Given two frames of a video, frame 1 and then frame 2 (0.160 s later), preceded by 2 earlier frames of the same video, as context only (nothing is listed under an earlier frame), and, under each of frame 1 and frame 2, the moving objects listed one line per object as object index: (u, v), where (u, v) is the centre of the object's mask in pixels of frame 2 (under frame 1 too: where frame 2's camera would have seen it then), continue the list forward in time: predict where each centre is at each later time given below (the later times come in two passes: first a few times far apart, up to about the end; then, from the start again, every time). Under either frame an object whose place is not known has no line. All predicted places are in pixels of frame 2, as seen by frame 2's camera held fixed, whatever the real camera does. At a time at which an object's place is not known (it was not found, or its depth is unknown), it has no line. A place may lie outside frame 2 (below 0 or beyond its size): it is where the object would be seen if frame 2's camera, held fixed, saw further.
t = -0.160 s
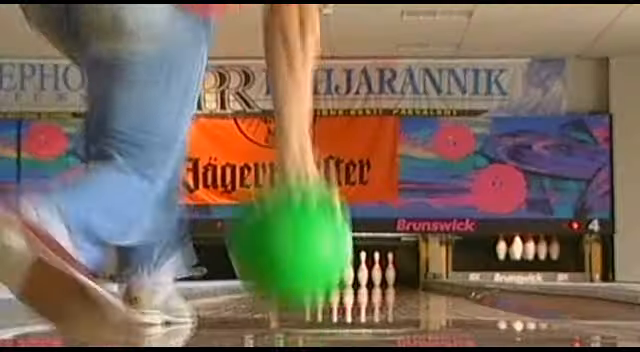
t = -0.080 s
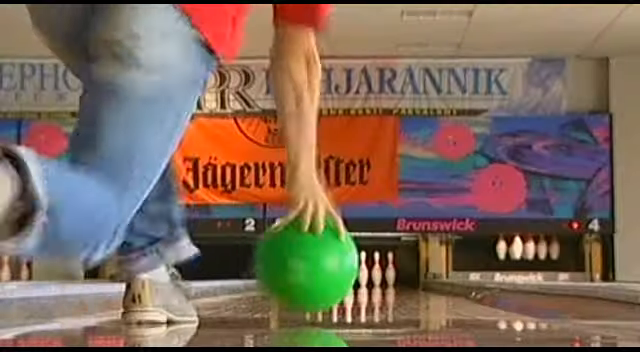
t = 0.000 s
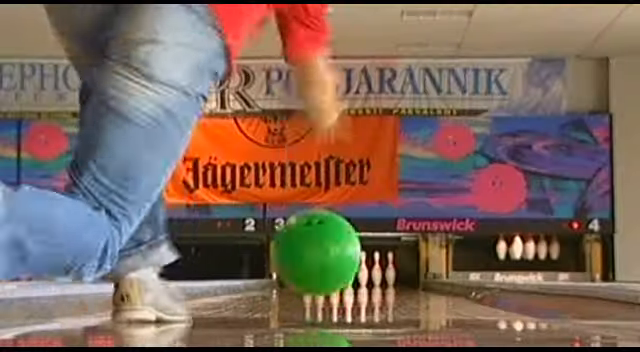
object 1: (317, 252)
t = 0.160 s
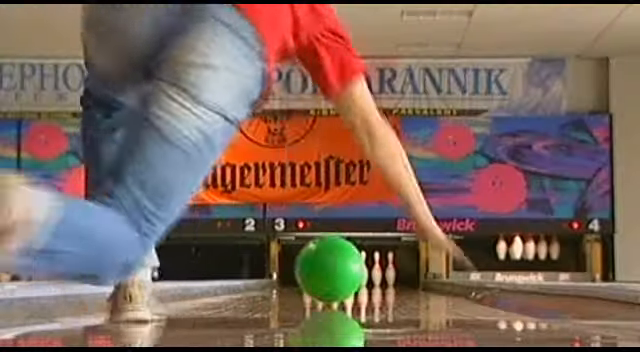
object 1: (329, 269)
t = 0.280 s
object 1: (336, 272)
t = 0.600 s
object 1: (346, 274)
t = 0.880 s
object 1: (350, 275)
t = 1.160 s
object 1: (353, 275)
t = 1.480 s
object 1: (353, 275)
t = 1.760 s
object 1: (353, 276)
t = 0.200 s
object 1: (332, 271)
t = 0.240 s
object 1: (334, 271)
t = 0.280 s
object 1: (336, 272)
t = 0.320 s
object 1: (338, 272)
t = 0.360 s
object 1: (339, 272)
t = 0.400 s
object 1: (341, 273)
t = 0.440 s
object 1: (342, 273)
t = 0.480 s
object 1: (343, 273)
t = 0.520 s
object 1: (344, 273)
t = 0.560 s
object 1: (345, 273)
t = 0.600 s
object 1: (346, 274)
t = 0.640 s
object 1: (346, 274)
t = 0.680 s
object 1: (347, 274)
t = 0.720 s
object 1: (348, 274)
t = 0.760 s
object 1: (348, 274)
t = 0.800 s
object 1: (348, 274)
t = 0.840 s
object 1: (350, 274)
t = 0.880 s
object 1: (350, 275)
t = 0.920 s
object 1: (351, 275)
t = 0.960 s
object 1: (351, 275)
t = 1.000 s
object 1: (351, 275)
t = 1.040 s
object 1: (352, 275)
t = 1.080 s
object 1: (352, 275)
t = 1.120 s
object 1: (352, 275)
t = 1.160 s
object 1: (353, 275)
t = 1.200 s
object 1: (353, 275)
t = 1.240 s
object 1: (353, 275)
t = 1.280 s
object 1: (353, 275)
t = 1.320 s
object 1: (353, 275)
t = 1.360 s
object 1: (353, 275)
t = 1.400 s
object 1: (353, 275)
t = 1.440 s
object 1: (353, 275)
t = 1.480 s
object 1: (353, 275)
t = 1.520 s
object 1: (353, 275)
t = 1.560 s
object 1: (353, 276)
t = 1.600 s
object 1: (353, 276)
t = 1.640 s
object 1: (353, 276)
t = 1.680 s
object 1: (353, 276)
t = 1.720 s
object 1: (353, 276)
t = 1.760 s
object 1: (353, 276)
